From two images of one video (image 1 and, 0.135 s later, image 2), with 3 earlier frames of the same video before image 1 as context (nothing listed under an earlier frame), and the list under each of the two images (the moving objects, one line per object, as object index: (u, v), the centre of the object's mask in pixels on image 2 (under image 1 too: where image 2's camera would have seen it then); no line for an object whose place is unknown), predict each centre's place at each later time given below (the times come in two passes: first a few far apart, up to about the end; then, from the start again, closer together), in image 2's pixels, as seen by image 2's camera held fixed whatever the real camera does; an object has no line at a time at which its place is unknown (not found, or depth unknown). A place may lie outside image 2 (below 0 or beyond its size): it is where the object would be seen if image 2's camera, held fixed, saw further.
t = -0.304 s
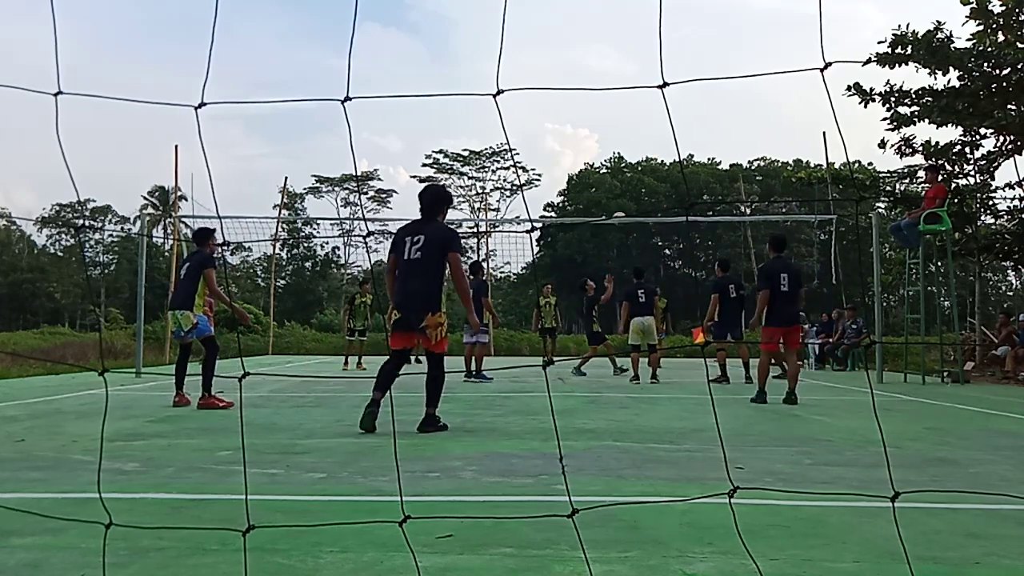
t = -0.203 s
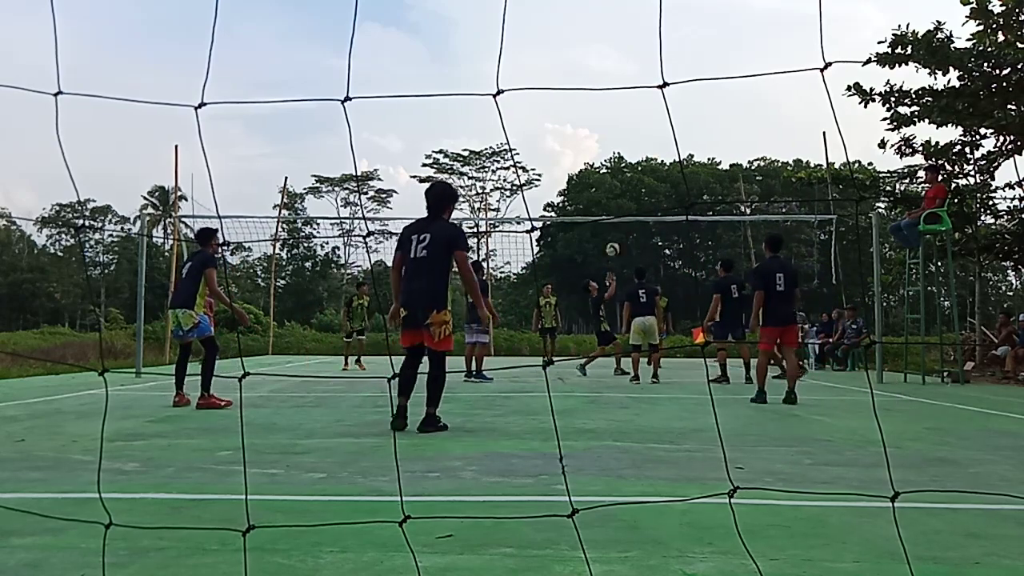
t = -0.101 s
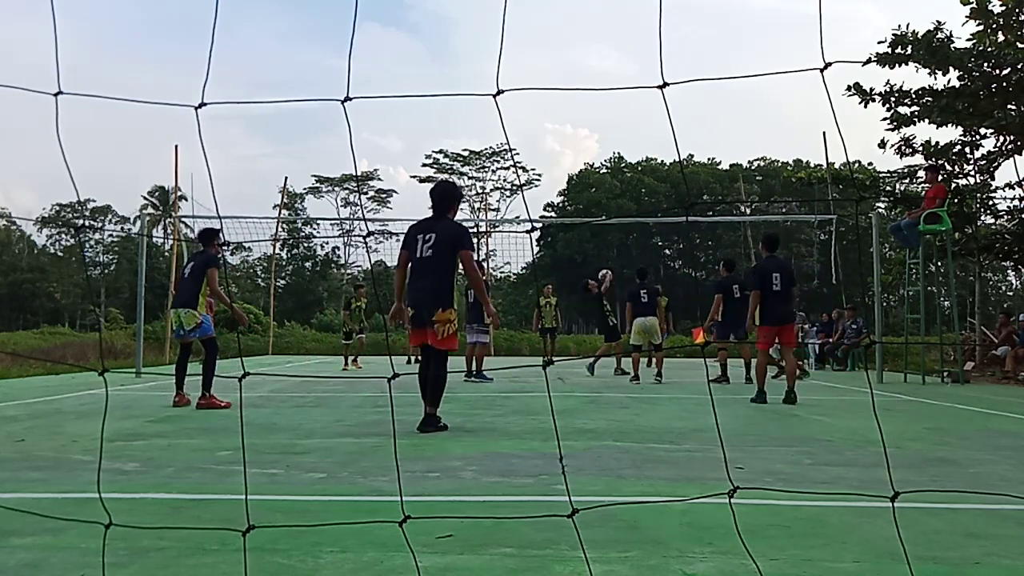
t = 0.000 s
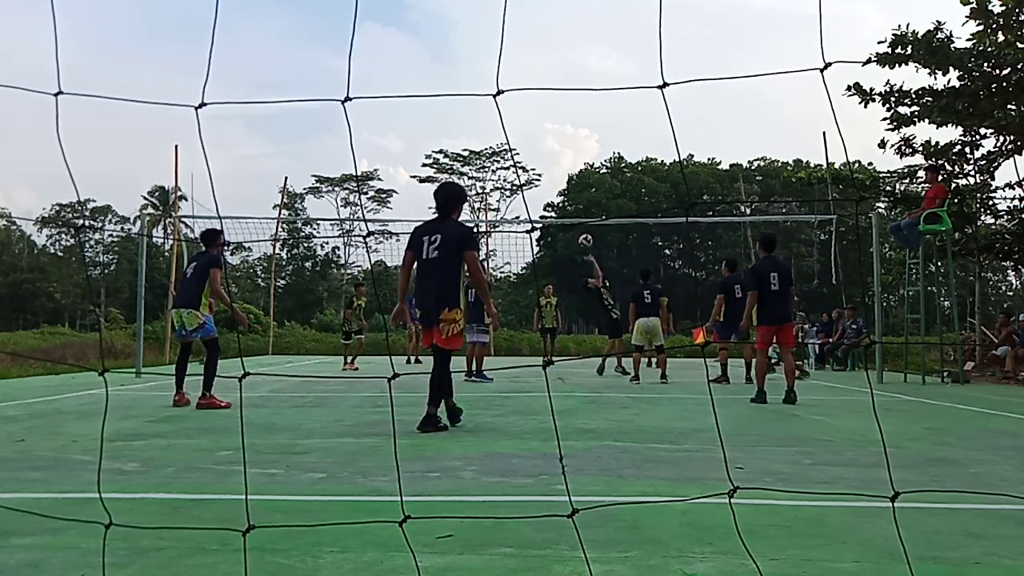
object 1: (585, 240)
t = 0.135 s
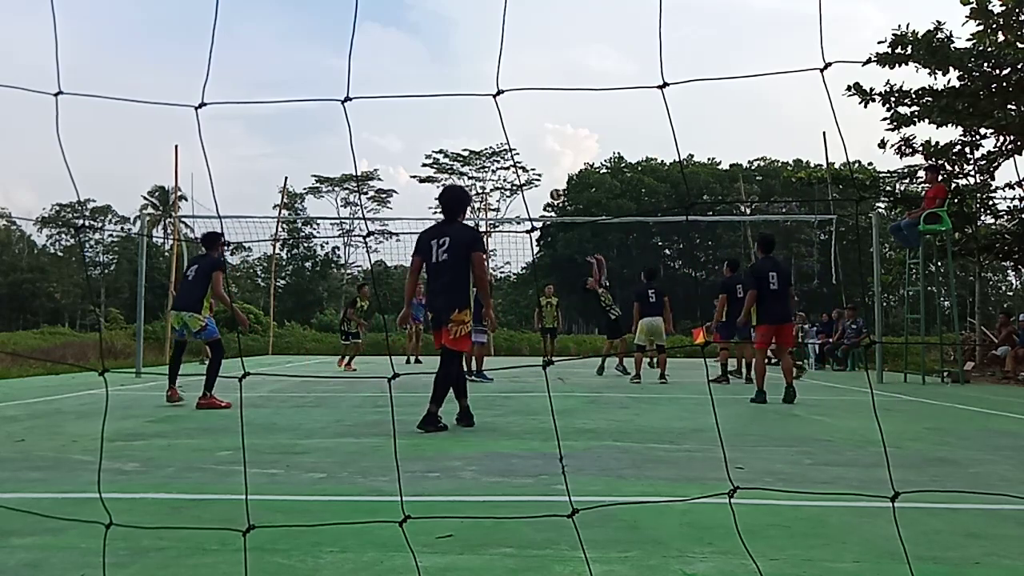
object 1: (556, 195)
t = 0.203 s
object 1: (541, 175)
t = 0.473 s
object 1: (485, 128)
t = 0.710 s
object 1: (435, 123)
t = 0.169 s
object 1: (548, 185)
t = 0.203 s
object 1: (541, 175)
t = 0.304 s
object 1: (520, 153)
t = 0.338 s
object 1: (514, 146)
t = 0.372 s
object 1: (506, 141)
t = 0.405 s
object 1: (499, 136)
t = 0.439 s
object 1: (492, 132)
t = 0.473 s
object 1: (485, 128)
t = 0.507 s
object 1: (477, 125)
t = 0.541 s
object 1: (470, 123)
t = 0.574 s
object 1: (463, 122)
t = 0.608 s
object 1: (456, 121)
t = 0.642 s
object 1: (449, 121)
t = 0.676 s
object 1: (442, 122)
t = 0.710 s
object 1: (435, 123)
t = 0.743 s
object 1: (427, 125)
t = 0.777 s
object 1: (420, 128)
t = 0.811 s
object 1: (413, 131)
